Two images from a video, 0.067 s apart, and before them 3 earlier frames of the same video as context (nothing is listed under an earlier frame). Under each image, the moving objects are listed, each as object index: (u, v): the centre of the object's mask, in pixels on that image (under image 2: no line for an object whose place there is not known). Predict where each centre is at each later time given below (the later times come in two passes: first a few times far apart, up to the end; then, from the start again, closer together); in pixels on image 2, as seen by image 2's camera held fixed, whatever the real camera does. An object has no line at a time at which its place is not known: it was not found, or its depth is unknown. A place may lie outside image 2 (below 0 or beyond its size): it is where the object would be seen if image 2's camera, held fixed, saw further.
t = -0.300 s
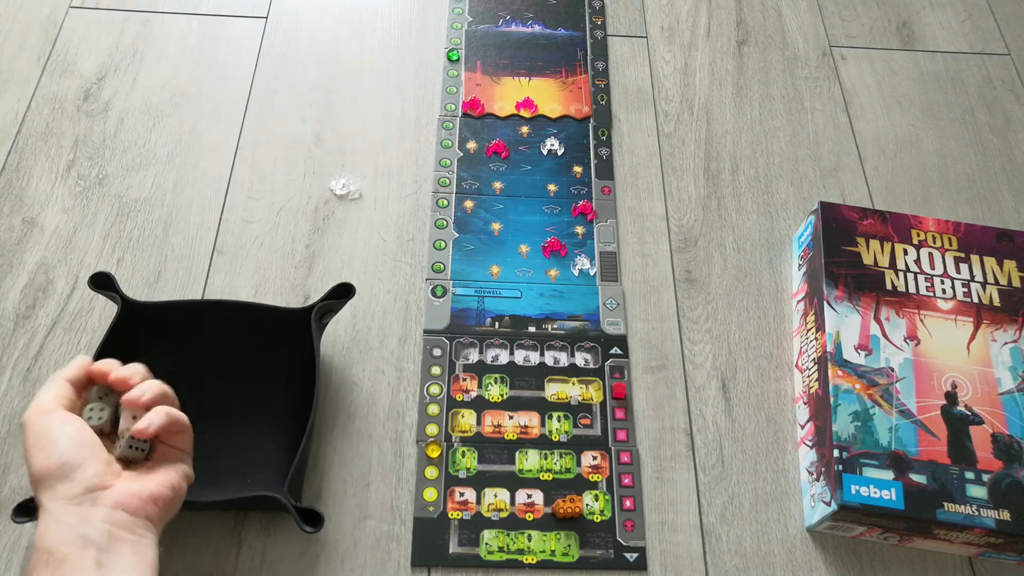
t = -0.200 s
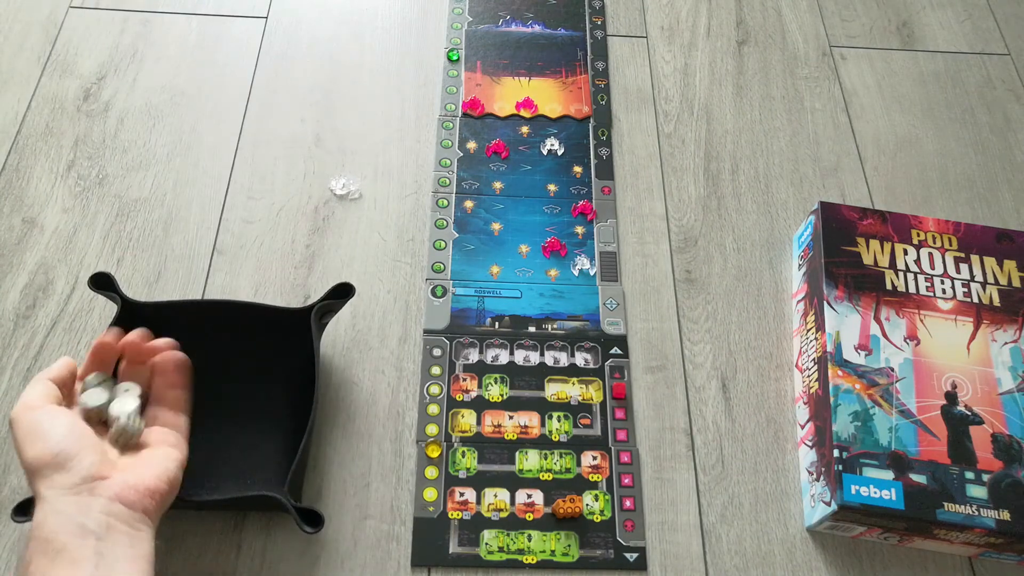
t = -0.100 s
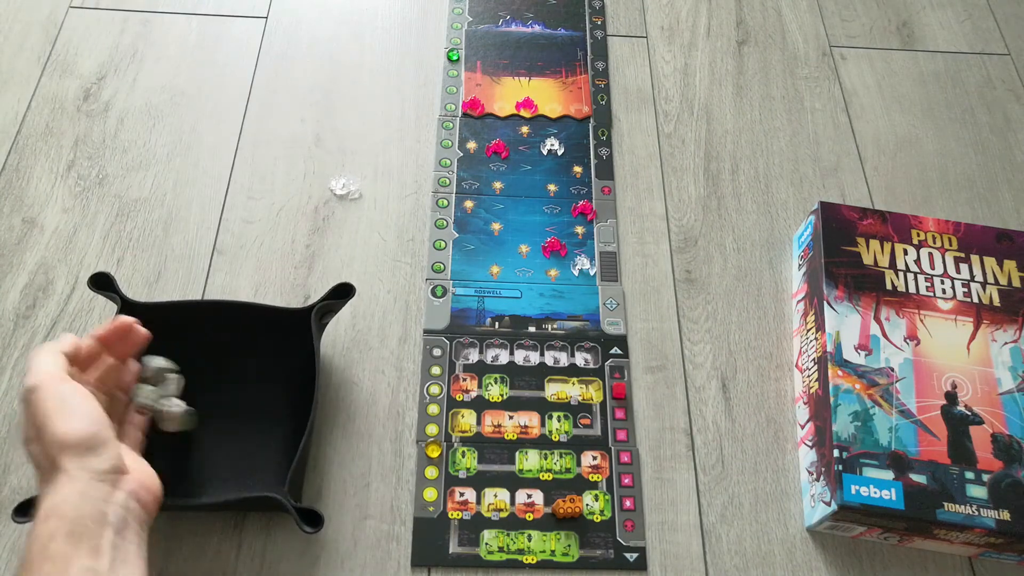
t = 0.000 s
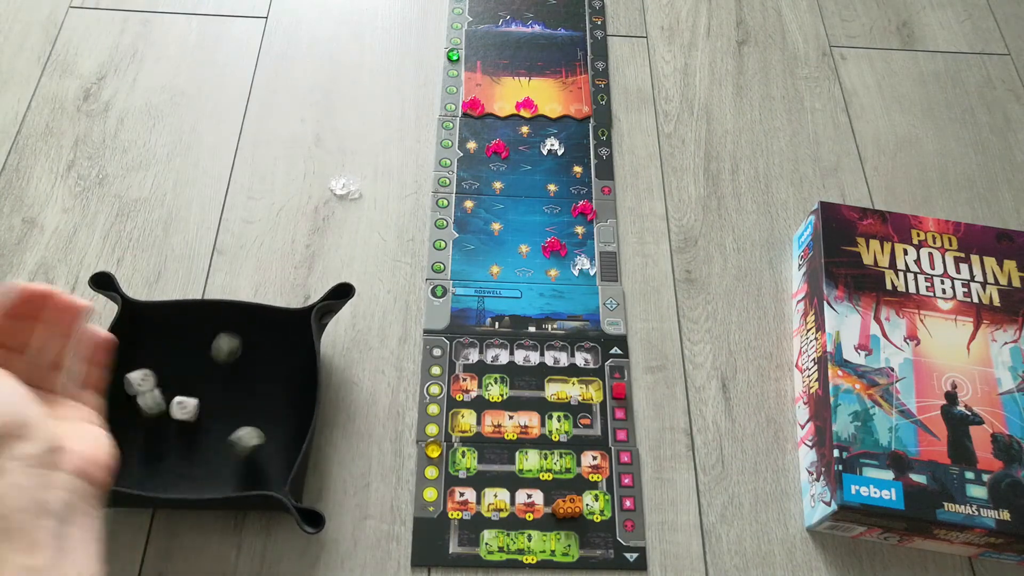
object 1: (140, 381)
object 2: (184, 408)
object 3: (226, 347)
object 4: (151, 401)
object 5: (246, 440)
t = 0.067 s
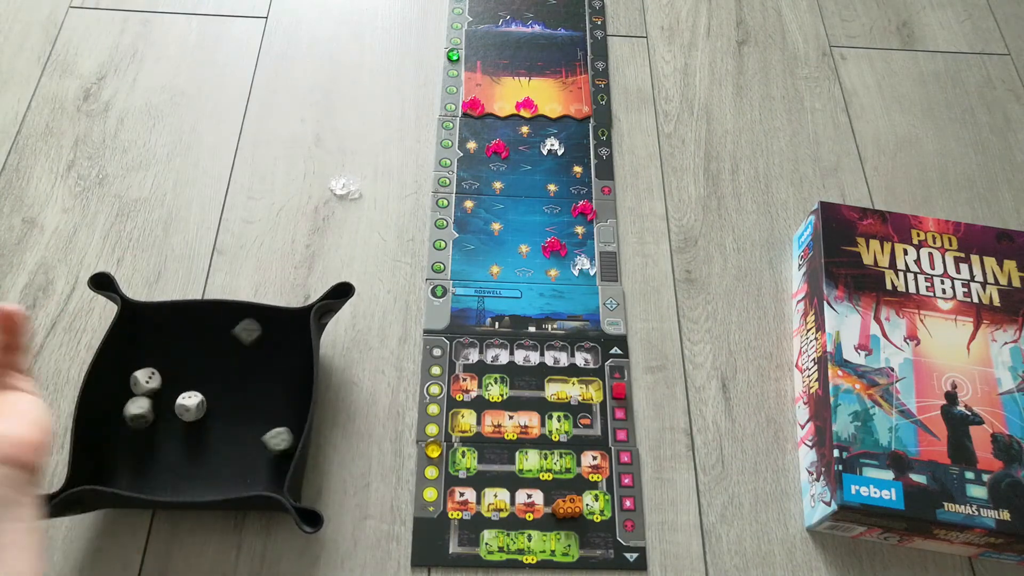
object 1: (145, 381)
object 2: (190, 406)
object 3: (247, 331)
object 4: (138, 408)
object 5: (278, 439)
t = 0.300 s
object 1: (170, 372)
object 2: (206, 414)
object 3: (251, 410)
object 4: (146, 446)
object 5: (269, 427)
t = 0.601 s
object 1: (173, 380)
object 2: (200, 421)
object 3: (255, 402)
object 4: (147, 447)
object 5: (267, 438)
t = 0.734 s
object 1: (173, 380)
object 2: (200, 421)
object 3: (255, 402)
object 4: (147, 447)
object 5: (267, 438)
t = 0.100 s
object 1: (150, 382)
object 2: (192, 406)
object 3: (257, 342)
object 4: (135, 412)
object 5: (286, 439)
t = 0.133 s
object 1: (153, 382)
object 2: (195, 408)
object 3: (257, 355)
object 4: (139, 410)
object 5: (287, 437)
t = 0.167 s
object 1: (156, 383)
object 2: (199, 408)
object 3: (257, 368)
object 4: (142, 417)
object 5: (286, 435)
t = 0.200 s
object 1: (161, 383)
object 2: (202, 408)
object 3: (252, 381)
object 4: (148, 423)
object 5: (279, 433)
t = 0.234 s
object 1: (166, 381)
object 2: (204, 410)
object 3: (249, 391)
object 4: (150, 434)
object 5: (274, 428)
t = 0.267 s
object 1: (170, 376)
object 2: (205, 412)
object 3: (249, 401)
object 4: (147, 442)
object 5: (271, 425)
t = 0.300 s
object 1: (170, 372)
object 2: (206, 414)
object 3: (251, 410)
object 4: (146, 446)
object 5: (269, 427)
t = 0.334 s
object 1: (168, 372)
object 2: (206, 417)
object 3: (252, 413)
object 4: (147, 446)
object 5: (271, 431)
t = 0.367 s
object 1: (168, 374)
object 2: (205, 420)
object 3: (251, 409)
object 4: (147, 447)
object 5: (269, 436)
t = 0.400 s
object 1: (171, 377)
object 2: (203, 422)
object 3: (253, 405)
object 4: (147, 446)
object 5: (267, 438)
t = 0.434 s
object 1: (174, 378)
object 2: (201, 423)
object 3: (255, 402)
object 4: (147, 447)
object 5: (267, 438)
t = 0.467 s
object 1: (173, 380)
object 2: (200, 422)
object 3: (255, 402)
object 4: (147, 447)
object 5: (267, 438)
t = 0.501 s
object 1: (173, 380)
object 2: (200, 421)
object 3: (254, 402)
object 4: (147, 447)
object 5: (267, 438)
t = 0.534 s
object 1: (173, 380)
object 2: (200, 421)
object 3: (254, 402)
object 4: (147, 447)
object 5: (267, 438)
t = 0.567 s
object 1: (173, 380)
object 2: (200, 421)
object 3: (254, 402)
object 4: (147, 447)
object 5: (267, 438)
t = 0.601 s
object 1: (173, 380)
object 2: (200, 421)
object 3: (255, 402)
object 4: (147, 447)
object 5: (267, 438)
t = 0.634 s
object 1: (173, 380)
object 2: (200, 421)
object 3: (255, 402)
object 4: (147, 447)
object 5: (267, 438)
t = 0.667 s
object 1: (173, 380)
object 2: (200, 421)
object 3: (255, 402)
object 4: (147, 447)
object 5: (267, 438)
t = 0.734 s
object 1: (173, 380)
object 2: (200, 421)
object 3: (255, 402)
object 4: (147, 447)
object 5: (267, 438)
